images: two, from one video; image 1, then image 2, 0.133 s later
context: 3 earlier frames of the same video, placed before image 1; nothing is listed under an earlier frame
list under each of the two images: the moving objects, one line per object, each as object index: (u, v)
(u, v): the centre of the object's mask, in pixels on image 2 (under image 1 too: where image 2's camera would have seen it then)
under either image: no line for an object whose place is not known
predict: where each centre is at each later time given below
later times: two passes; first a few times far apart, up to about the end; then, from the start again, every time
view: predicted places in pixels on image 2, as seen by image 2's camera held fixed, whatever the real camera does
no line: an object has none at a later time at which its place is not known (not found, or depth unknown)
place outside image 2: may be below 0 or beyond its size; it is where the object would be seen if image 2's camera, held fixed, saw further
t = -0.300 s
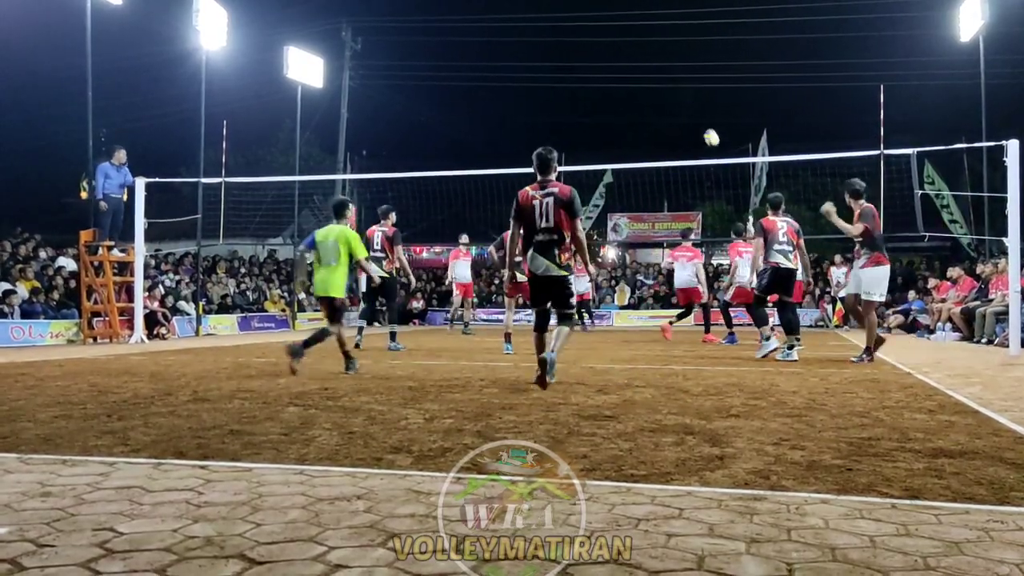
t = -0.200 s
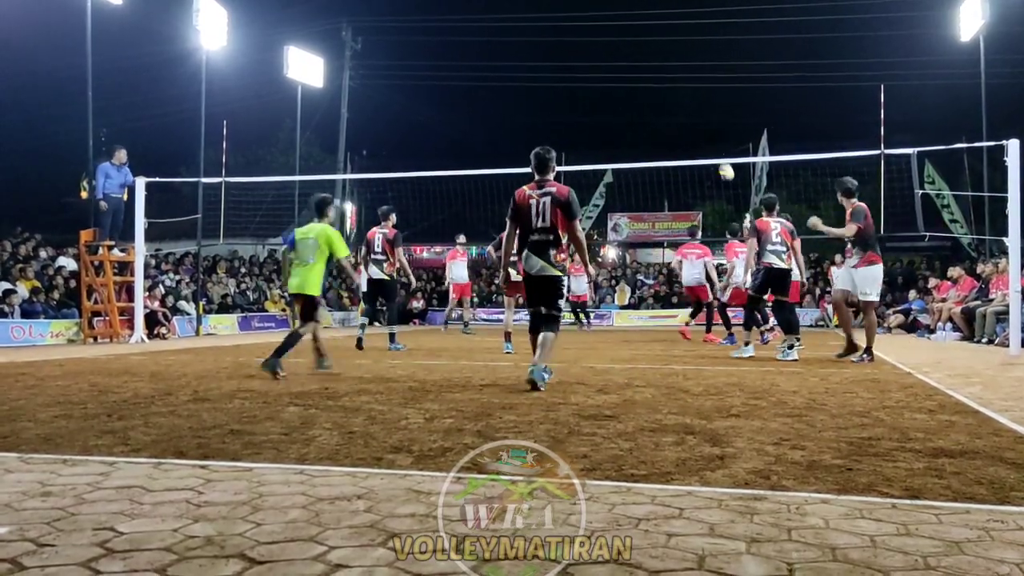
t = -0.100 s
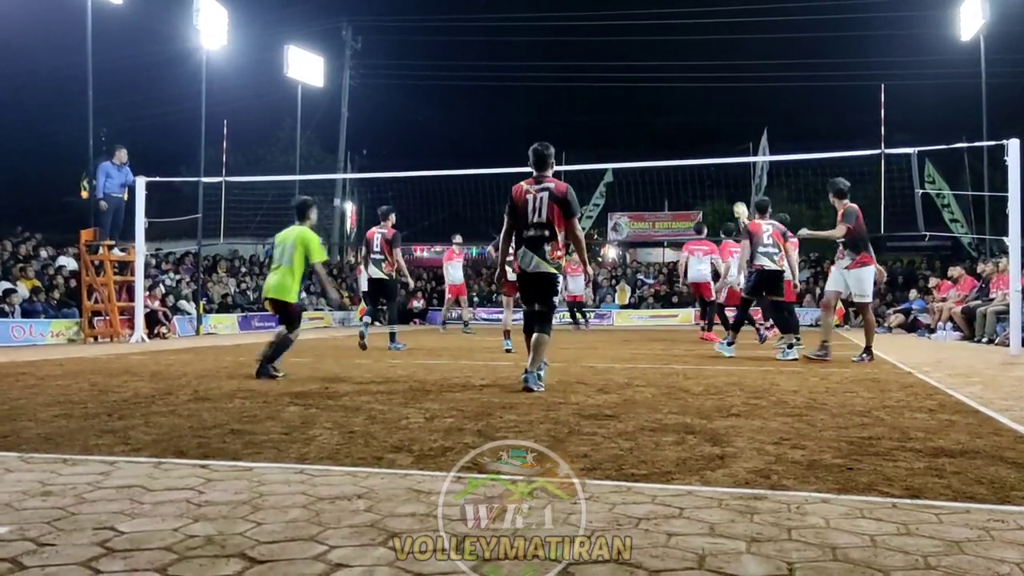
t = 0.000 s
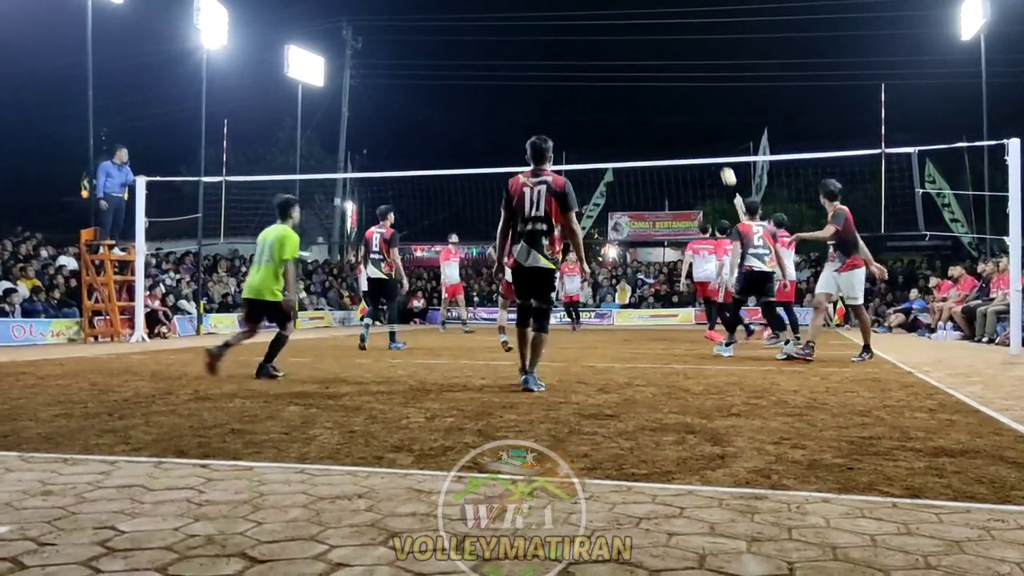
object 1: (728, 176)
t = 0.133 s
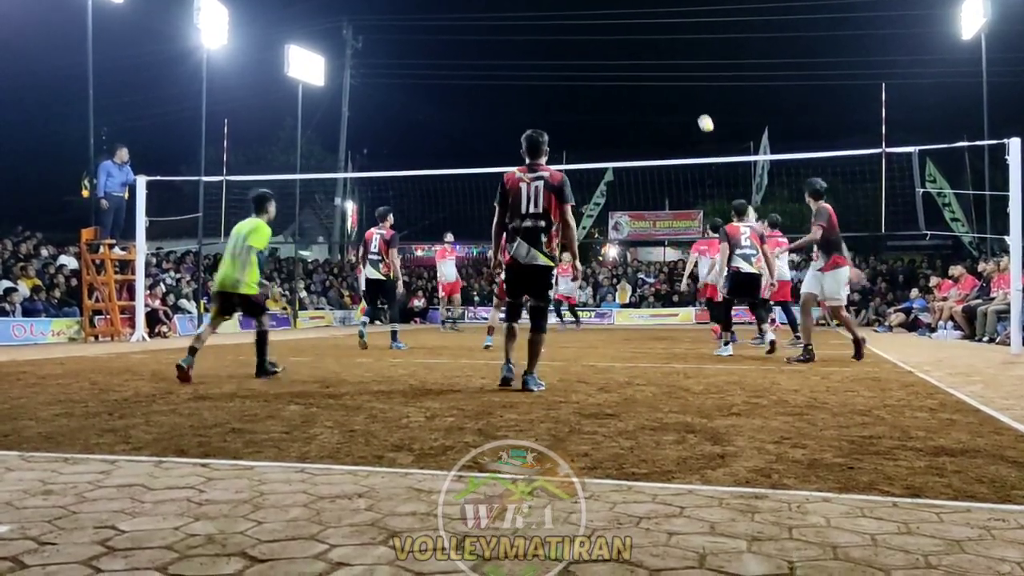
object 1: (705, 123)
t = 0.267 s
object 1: (683, 82)
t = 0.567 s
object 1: (634, 29)
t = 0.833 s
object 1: (593, 25)
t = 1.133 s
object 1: (549, 67)
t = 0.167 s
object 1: (700, 112)
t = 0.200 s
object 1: (694, 101)
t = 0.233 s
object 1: (688, 91)
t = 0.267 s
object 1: (683, 82)
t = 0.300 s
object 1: (677, 73)
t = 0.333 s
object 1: (672, 65)
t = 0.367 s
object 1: (666, 58)
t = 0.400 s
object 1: (660, 52)
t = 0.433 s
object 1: (655, 45)
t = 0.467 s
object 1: (650, 40)
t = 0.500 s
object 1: (645, 36)
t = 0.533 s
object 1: (639, 32)
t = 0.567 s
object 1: (634, 29)
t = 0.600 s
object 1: (629, 26)
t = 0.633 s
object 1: (624, 24)
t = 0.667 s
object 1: (619, 22)
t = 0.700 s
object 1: (614, 22)
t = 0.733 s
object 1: (608, 21)
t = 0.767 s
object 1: (603, 22)
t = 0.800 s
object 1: (598, 23)
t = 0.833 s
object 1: (593, 25)
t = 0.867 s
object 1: (588, 27)
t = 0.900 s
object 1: (583, 30)
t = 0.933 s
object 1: (578, 33)
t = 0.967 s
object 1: (573, 37)
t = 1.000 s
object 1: (569, 42)
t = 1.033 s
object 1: (564, 47)
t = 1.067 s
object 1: (559, 53)
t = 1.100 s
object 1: (554, 59)
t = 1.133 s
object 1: (549, 67)
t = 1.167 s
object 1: (544, 74)
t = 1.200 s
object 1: (540, 82)
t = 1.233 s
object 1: (535, 91)
